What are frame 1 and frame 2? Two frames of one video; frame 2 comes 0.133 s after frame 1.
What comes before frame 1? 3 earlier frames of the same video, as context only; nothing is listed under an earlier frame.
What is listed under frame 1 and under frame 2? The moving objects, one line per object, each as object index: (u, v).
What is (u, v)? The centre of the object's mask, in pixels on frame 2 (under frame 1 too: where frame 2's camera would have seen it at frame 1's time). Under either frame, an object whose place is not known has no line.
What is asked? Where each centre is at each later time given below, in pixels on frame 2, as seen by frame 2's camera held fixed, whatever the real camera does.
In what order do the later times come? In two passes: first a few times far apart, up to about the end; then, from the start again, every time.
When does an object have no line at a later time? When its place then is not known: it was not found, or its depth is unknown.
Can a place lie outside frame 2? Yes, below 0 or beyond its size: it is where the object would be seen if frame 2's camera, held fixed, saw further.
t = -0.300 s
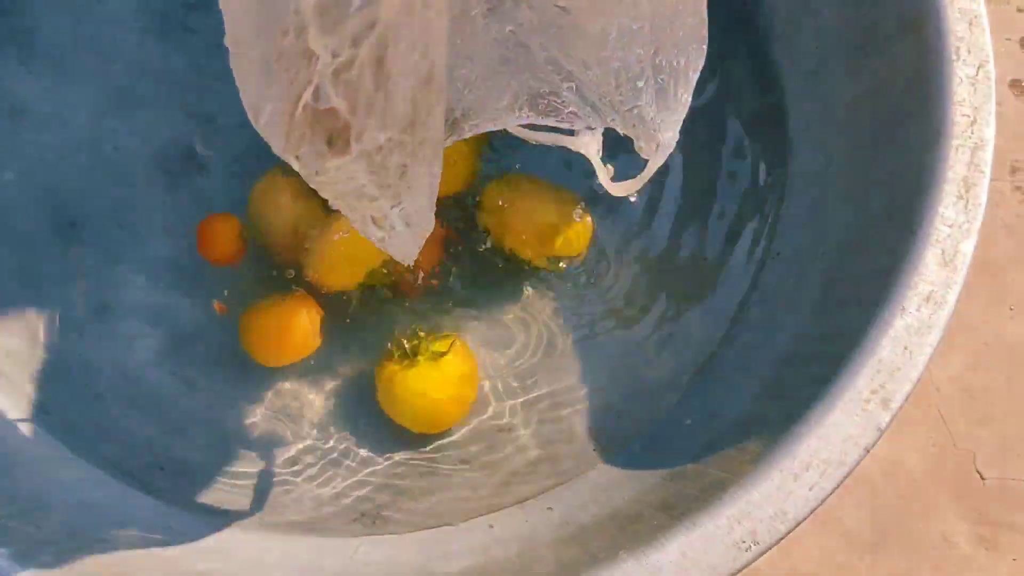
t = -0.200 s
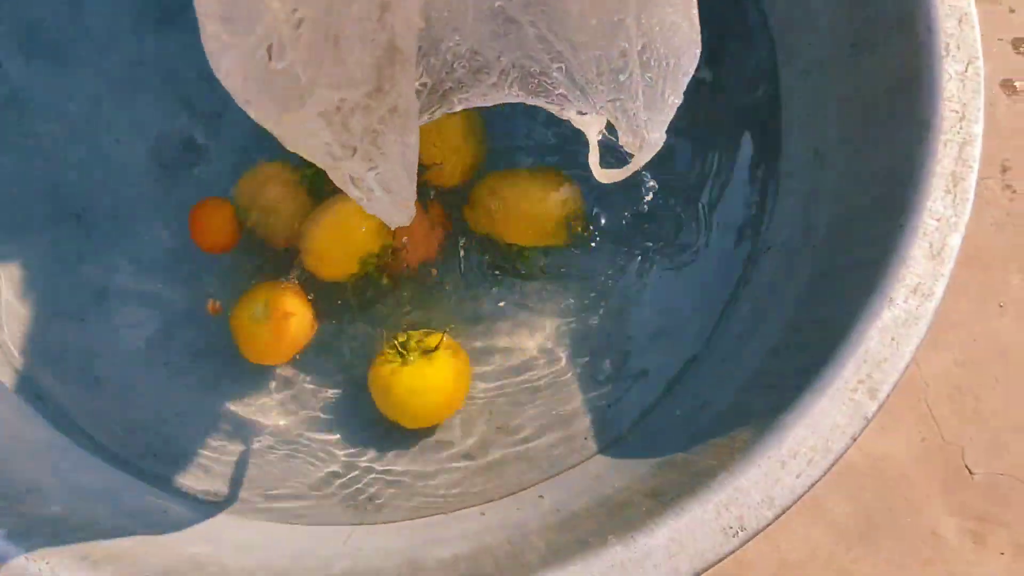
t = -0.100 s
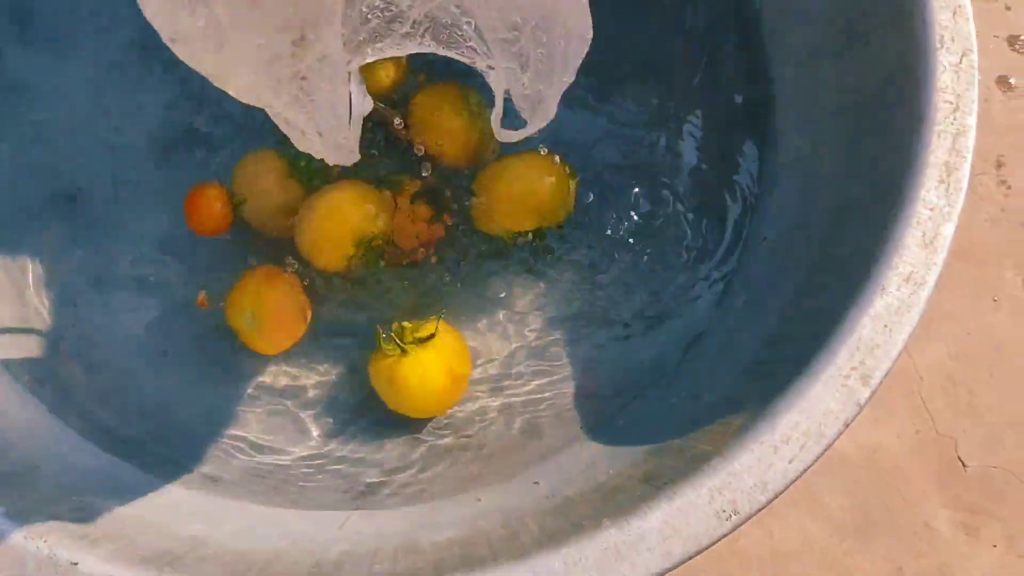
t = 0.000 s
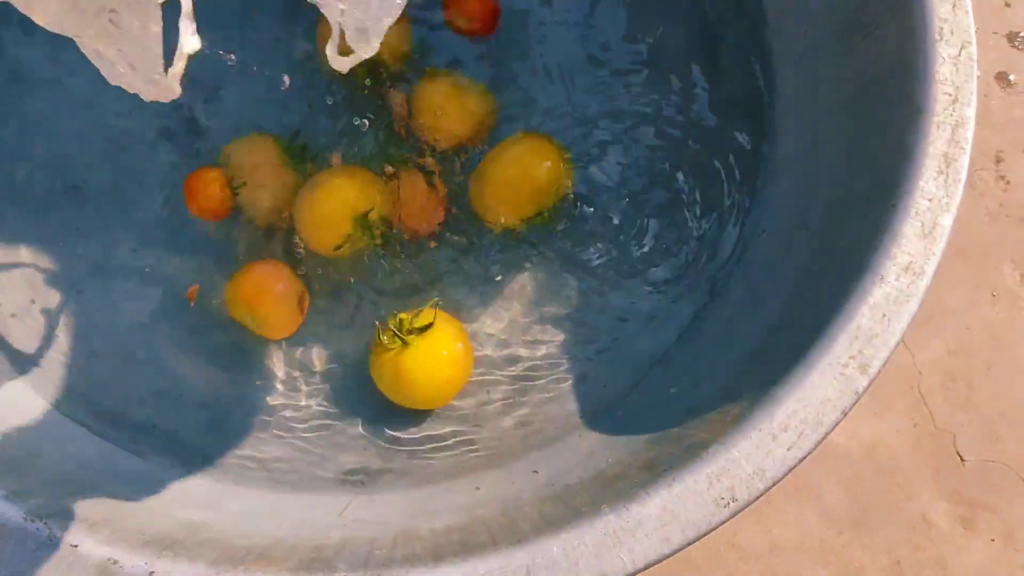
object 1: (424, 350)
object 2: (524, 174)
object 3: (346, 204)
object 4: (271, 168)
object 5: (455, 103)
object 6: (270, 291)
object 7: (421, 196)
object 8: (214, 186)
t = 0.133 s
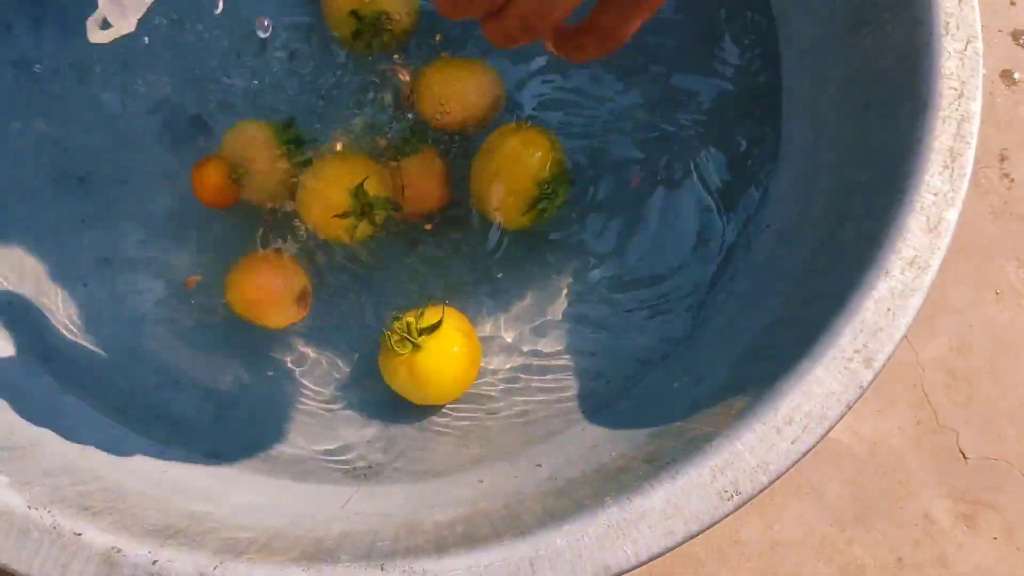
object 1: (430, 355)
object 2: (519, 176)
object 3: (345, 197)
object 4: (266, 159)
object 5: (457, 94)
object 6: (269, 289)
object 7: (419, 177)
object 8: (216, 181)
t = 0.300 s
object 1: (434, 361)
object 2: (518, 180)
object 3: (338, 195)
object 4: (254, 150)
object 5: (461, 88)
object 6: (263, 293)
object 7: (415, 160)
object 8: (212, 184)
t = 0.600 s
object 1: (430, 365)
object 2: (506, 192)
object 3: (322, 198)
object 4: (229, 144)
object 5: (451, 95)
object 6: (249, 310)
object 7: (401, 160)
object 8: (182, 213)
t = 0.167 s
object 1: (432, 356)
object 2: (519, 176)
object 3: (343, 196)
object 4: (265, 157)
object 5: (458, 91)
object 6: (269, 290)
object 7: (420, 174)
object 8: (215, 183)
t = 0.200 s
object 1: (433, 358)
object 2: (519, 176)
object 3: (342, 196)
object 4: (263, 154)
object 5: (459, 89)
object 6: (268, 290)
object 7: (418, 171)
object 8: (213, 184)
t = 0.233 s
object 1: (434, 358)
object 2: (519, 177)
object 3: (340, 196)
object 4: (259, 154)
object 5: (461, 90)
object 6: (267, 291)
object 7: (417, 170)
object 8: (210, 187)
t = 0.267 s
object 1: (434, 360)
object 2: (519, 179)
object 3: (338, 197)
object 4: (257, 152)
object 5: (462, 89)
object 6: (265, 292)
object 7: (415, 164)
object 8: (213, 184)
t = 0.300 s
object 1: (434, 361)
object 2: (518, 180)
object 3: (338, 195)
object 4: (254, 150)
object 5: (461, 88)
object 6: (263, 293)
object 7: (415, 160)
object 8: (212, 184)
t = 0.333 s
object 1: (434, 360)
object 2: (518, 181)
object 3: (337, 196)
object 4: (252, 148)
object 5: (461, 88)
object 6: (262, 296)
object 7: (415, 160)
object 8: (208, 186)
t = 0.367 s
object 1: (435, 360)
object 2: (515, 182)
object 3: (335, 197)
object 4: (248, 146)
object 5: (461, 88)
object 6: (261, 296)
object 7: (415, 159)
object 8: (207, 190)
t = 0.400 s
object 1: (435, 360)
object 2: (515, 184)
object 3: (335, 196)
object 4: (243, 147)
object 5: (460, 87)
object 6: (260, 298)
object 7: (410, 154)
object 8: (204, 193)
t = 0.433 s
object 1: (434, 361)
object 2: (514, 186)
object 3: (331, 196)
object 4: (240, 148)
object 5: (459, 87)
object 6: (259, 300)
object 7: (411, 155)
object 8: (200, 195)
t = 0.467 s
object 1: (434, 362)
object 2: (512, 187)
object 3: (329, 198)
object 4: (239, 146)
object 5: (457, 88)
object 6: (258, 302)
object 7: (409, 154)
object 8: (197, 198)
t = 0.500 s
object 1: (434, 363)
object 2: (511, 188)
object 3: (328, 198)
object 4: (236, 144)
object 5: (456, 90)
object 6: (254, 303)
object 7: (406, 152)
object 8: (192, 201)
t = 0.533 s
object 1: (432, 363)
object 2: (509, 190)
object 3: (327, 198)
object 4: (233, 146)
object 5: (454, 93)
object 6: (252, 306)
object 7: (404, 154)
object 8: (189, 206)
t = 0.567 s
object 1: (431, 364)
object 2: (507, 191)
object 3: (325, 197)
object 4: (231, 146)
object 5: (453, 94)
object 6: (250, 308)
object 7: (403, 162)
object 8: (185, 209)
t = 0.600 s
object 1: (430, 365)
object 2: (506, 192)
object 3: (322, 198)
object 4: (229, 144)
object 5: (451, 95)
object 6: (249, 310)
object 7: (401, 160)
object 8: (182, 213)
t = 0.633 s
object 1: (430, 365)
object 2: (505, 192)
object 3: (321, 199)
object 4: (227, 142)
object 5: (450, 96)
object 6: (246, 313)
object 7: (397, 159)
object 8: (178, 215)
